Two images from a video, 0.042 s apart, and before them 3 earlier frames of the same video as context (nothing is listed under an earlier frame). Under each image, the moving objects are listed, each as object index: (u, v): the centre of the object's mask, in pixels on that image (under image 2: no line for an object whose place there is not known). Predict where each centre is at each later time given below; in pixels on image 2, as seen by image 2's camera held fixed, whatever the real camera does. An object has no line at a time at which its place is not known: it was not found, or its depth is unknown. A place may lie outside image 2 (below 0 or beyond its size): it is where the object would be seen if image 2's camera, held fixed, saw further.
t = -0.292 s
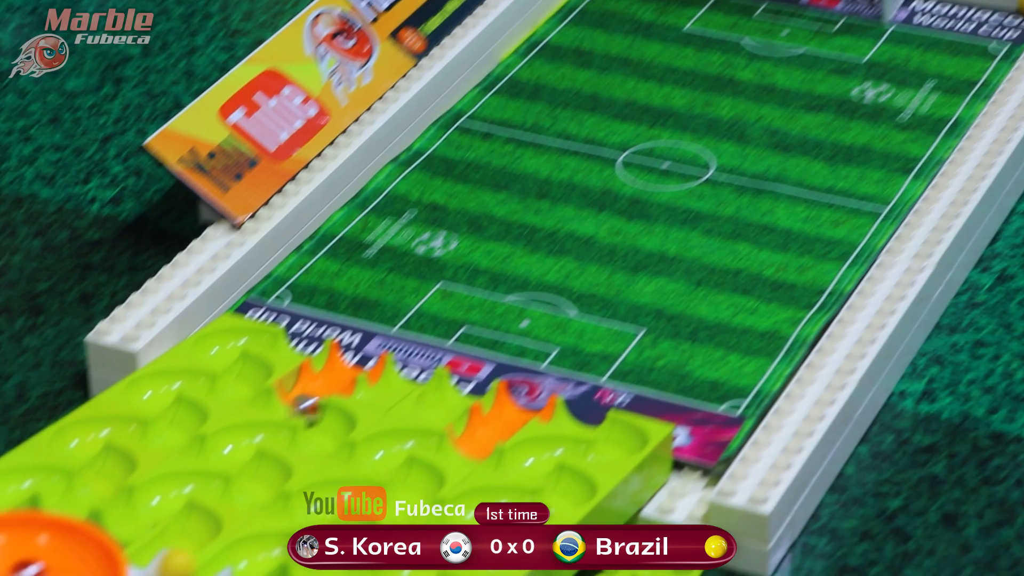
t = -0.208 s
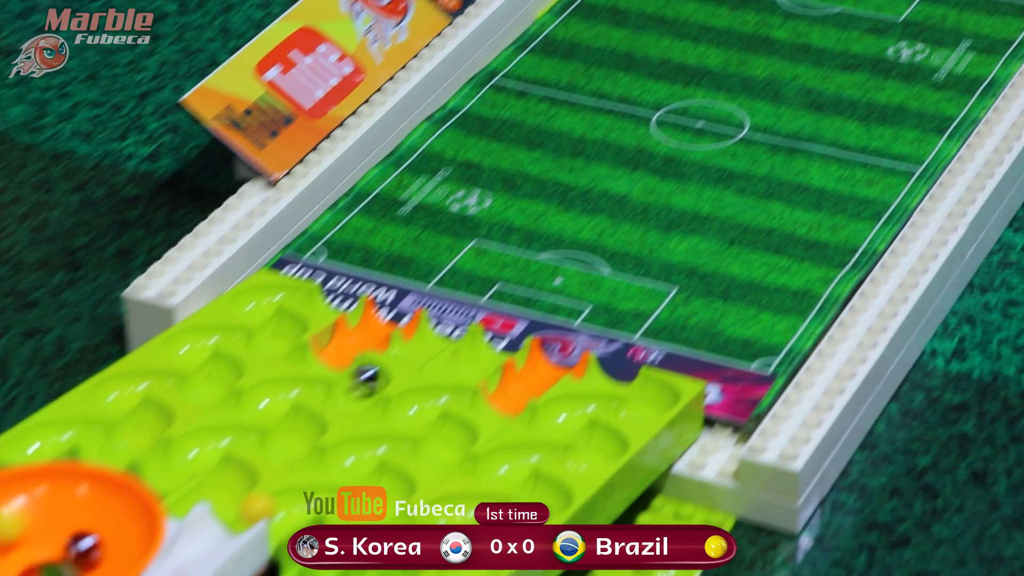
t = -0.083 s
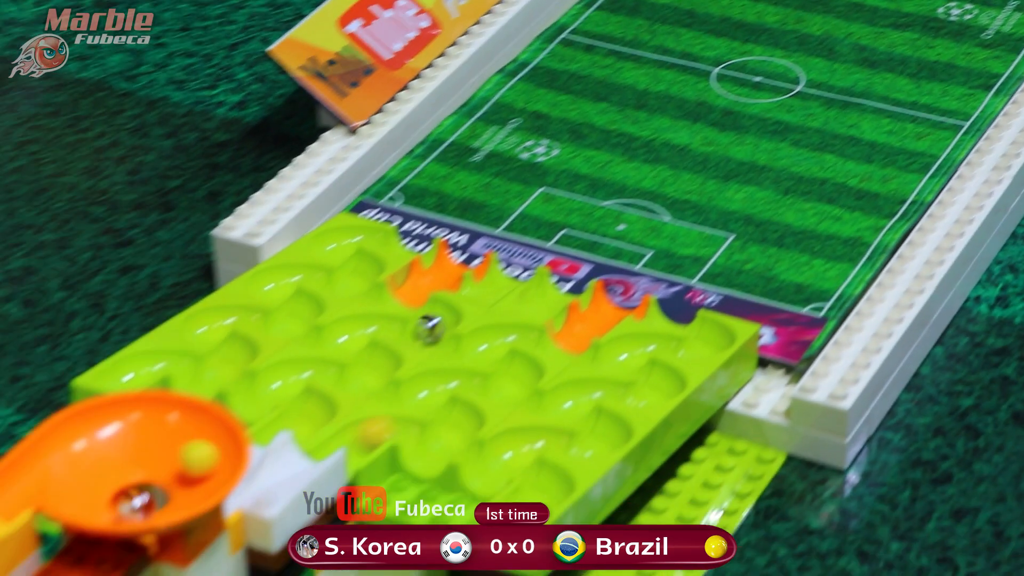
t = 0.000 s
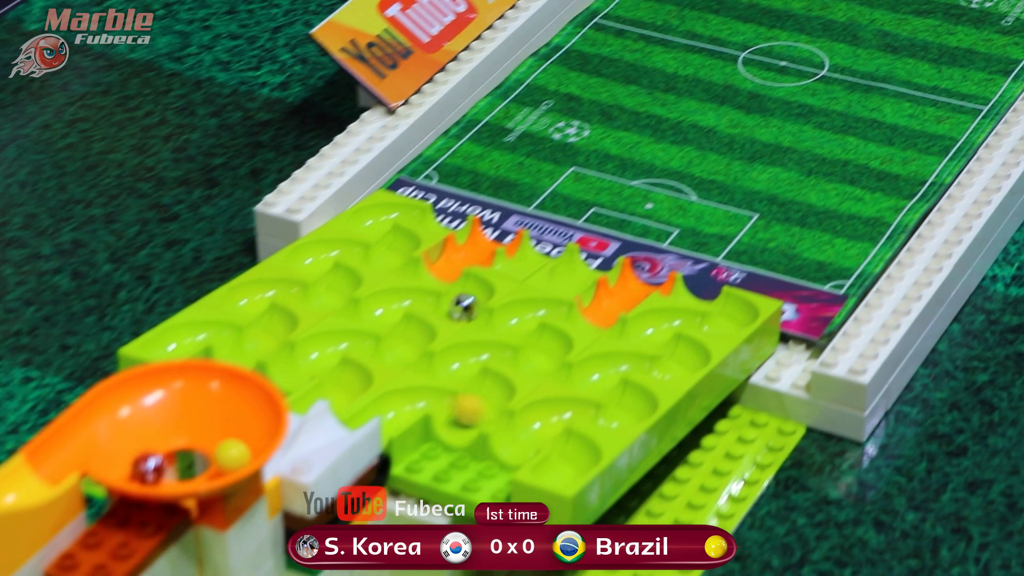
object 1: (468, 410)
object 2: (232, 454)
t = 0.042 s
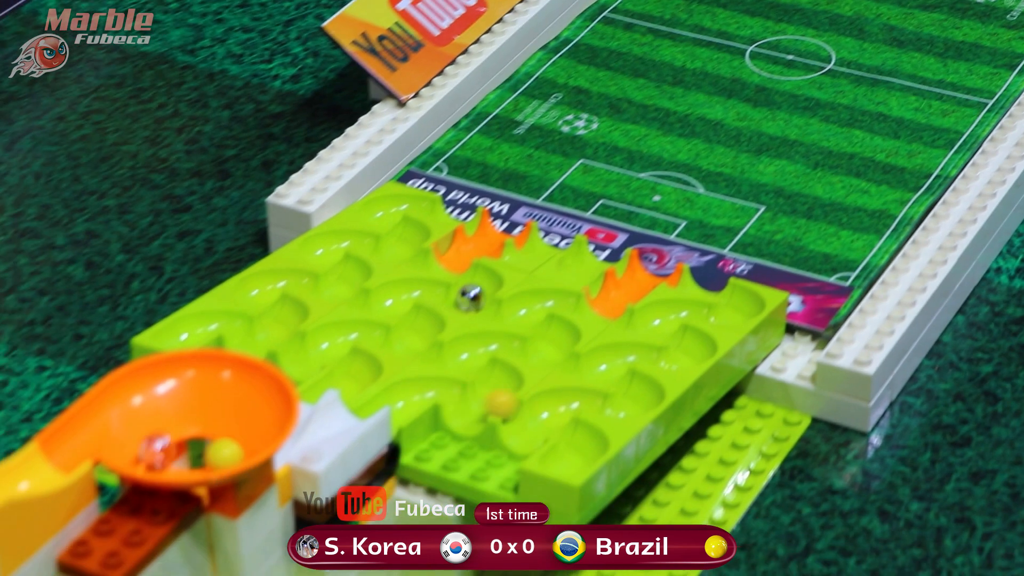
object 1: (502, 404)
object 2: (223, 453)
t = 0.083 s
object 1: (527, 422)
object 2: (187, 460)
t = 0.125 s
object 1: (546, 428)
